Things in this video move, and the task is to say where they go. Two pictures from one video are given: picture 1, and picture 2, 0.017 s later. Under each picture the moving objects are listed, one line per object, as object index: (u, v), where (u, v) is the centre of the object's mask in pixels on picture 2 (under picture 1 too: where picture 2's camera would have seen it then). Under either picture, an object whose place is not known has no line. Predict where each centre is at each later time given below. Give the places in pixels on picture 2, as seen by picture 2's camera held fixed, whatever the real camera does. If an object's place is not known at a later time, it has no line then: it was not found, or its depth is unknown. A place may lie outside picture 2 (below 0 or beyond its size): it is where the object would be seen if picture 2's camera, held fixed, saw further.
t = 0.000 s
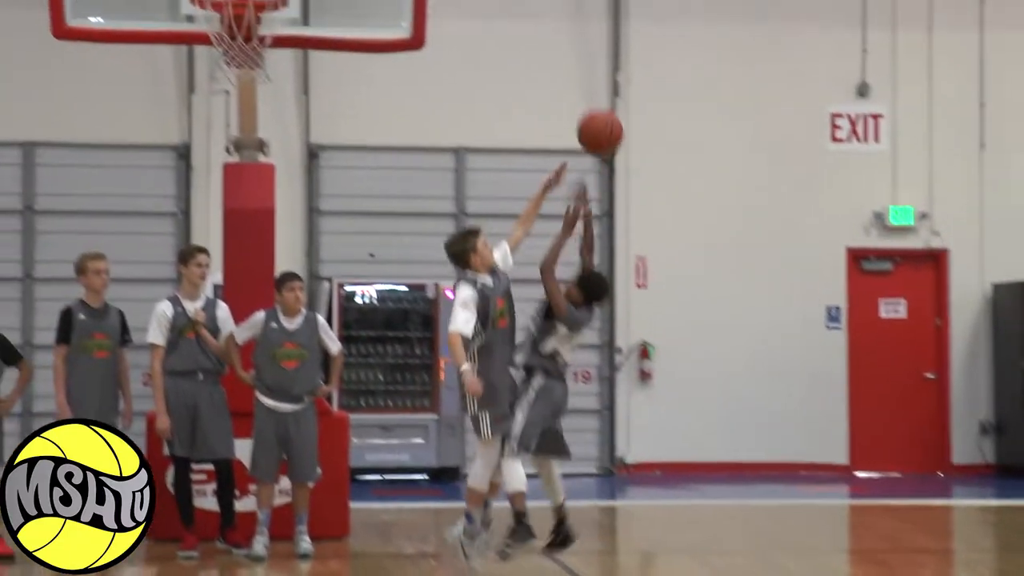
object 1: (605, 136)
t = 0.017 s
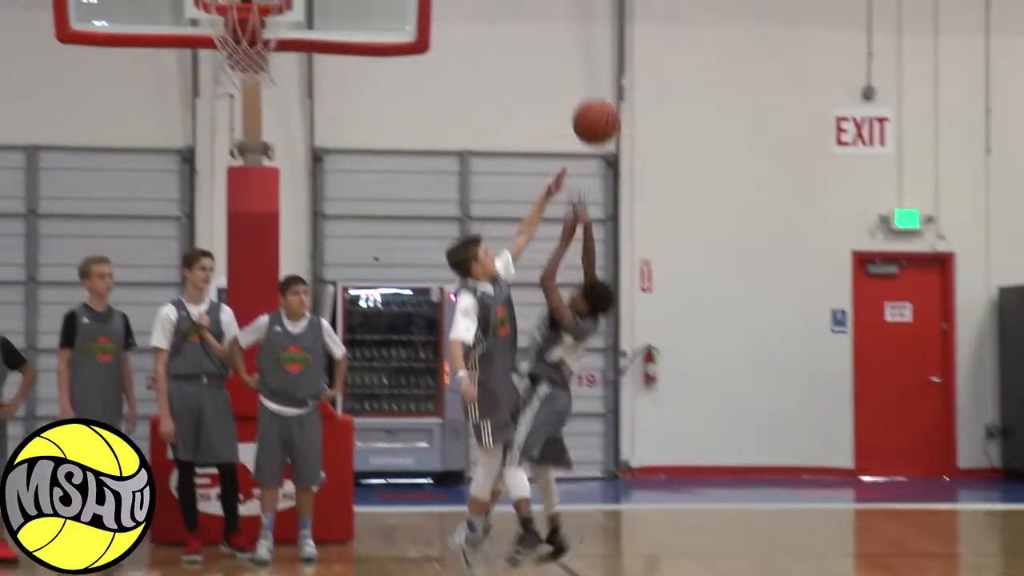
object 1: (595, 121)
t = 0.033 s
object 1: (586, 108)
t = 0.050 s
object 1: (577, 95)
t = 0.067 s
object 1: (568, 83)
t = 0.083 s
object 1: (559, 71)
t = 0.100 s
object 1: (550, 60)
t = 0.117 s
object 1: (541, 49)
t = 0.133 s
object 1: (532, 39)
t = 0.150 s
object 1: (523, 29)
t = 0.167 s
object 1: (515, 20)
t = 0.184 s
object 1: (505, 11)
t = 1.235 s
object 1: (257, 2)
